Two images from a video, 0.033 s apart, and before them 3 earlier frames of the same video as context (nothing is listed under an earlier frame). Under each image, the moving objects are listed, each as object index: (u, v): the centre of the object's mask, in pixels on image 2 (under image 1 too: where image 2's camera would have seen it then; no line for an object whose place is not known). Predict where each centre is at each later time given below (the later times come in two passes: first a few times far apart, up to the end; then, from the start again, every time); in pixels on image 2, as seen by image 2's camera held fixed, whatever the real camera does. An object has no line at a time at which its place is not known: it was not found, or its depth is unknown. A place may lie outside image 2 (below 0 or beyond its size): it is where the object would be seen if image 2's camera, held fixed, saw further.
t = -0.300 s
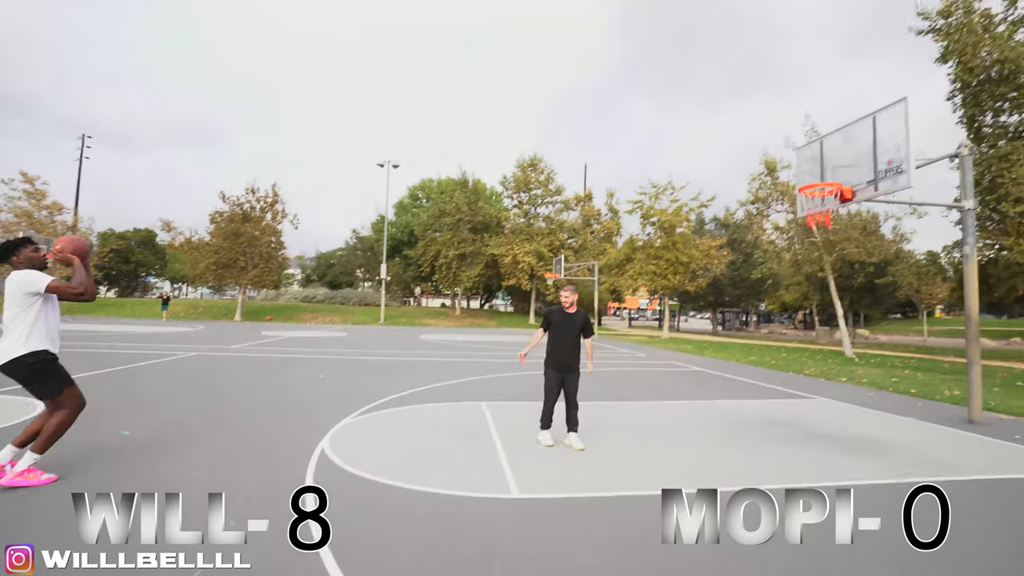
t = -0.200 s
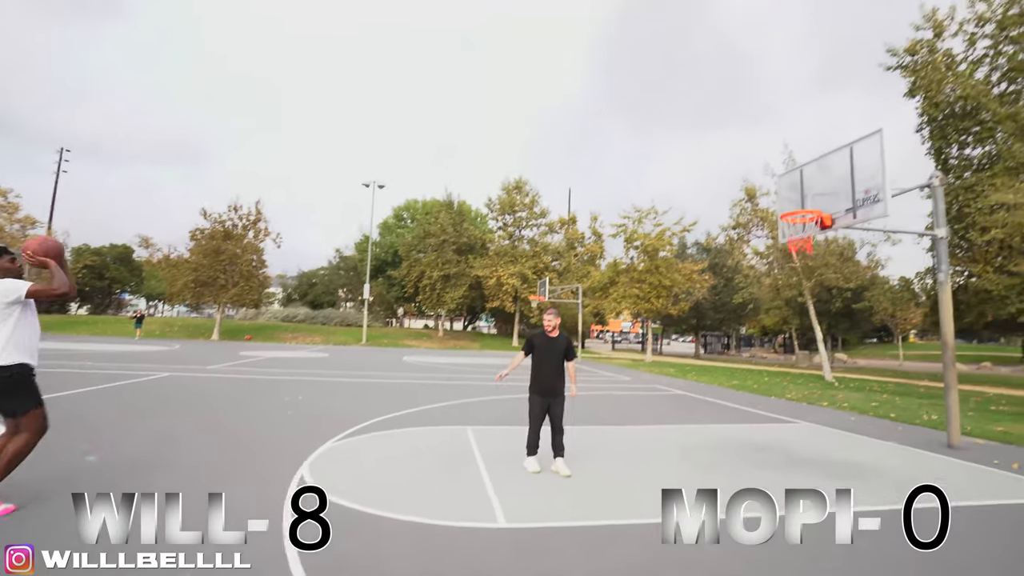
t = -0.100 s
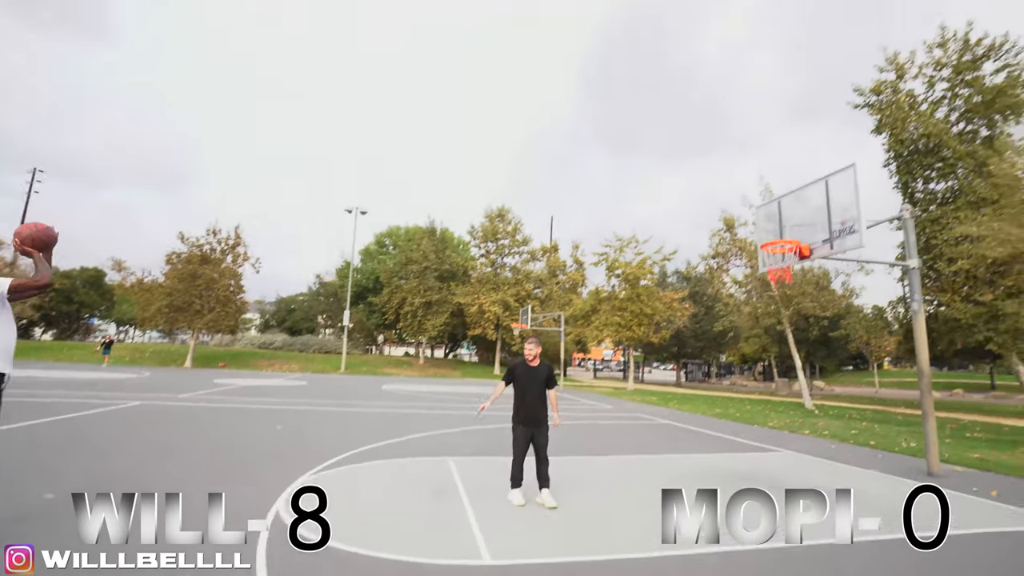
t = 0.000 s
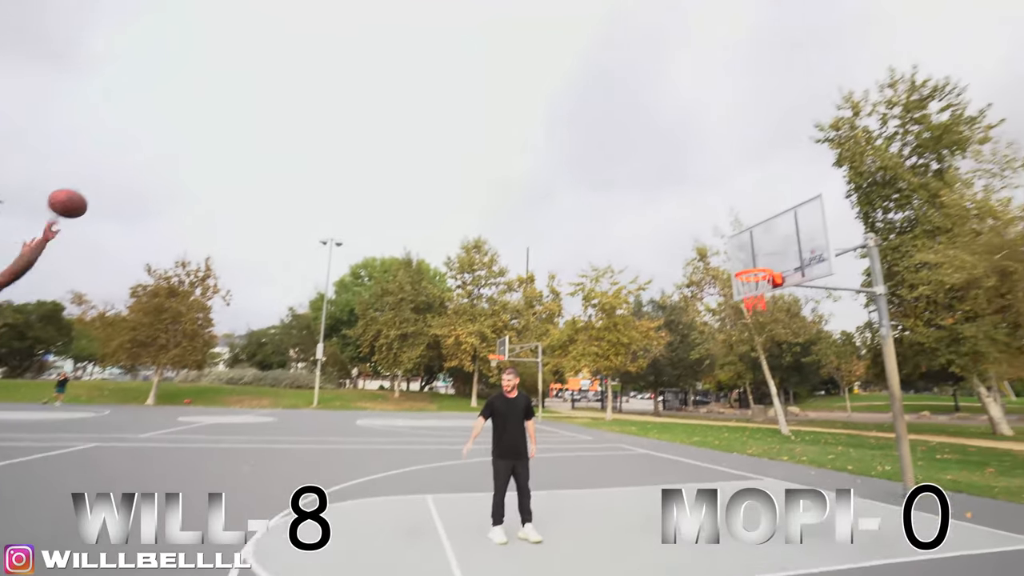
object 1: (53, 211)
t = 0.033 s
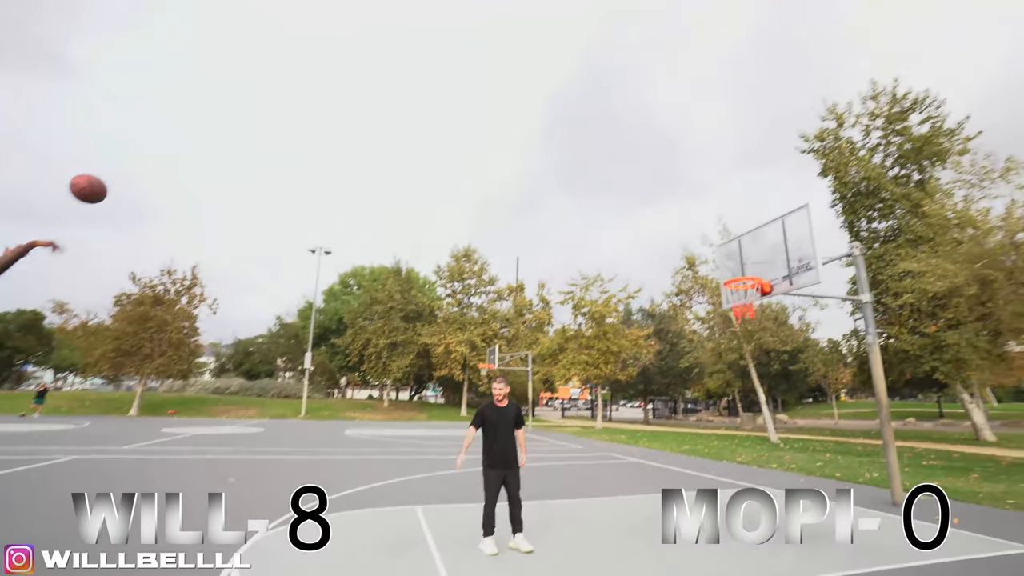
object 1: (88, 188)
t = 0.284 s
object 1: (301, 88)
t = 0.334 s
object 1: (334, 79)
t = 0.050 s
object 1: (106, 178)
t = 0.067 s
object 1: (123, 168)
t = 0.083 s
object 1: (139, 159)
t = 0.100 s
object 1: (155, 151)
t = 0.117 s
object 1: (170, 143)
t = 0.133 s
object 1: (185, 135)
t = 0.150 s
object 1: (200, 128)
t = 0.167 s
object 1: (214, 122)
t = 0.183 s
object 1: (228, 116)
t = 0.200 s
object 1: (241, 110)
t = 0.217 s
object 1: (253, 105)
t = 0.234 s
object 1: (265, 101)
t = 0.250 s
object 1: (277, 96)
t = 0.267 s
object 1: (289, 92)
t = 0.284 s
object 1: (301, 88)
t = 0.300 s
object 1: (312, 85)
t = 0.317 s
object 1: (323, 82)
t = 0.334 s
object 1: (334, 79)
